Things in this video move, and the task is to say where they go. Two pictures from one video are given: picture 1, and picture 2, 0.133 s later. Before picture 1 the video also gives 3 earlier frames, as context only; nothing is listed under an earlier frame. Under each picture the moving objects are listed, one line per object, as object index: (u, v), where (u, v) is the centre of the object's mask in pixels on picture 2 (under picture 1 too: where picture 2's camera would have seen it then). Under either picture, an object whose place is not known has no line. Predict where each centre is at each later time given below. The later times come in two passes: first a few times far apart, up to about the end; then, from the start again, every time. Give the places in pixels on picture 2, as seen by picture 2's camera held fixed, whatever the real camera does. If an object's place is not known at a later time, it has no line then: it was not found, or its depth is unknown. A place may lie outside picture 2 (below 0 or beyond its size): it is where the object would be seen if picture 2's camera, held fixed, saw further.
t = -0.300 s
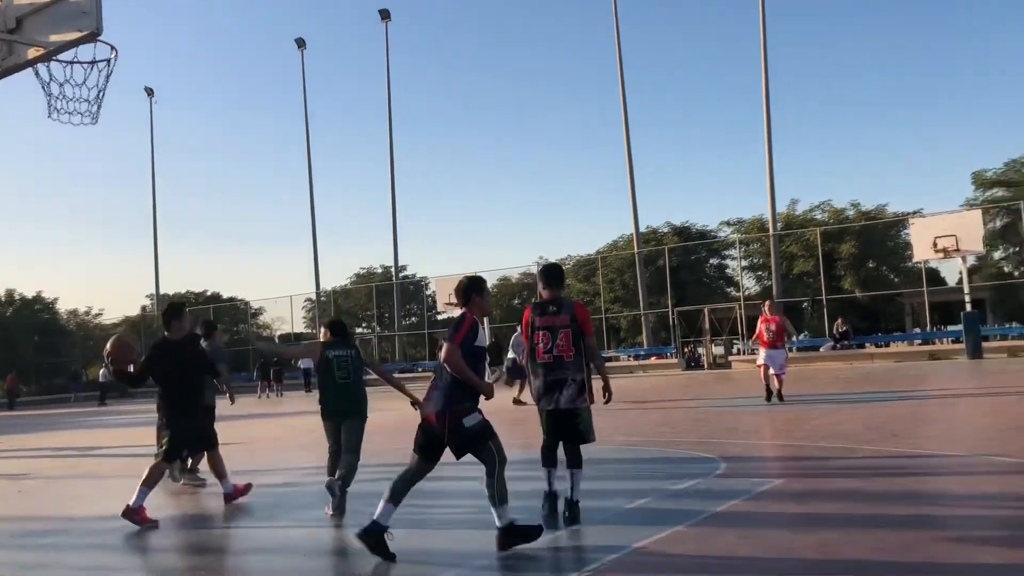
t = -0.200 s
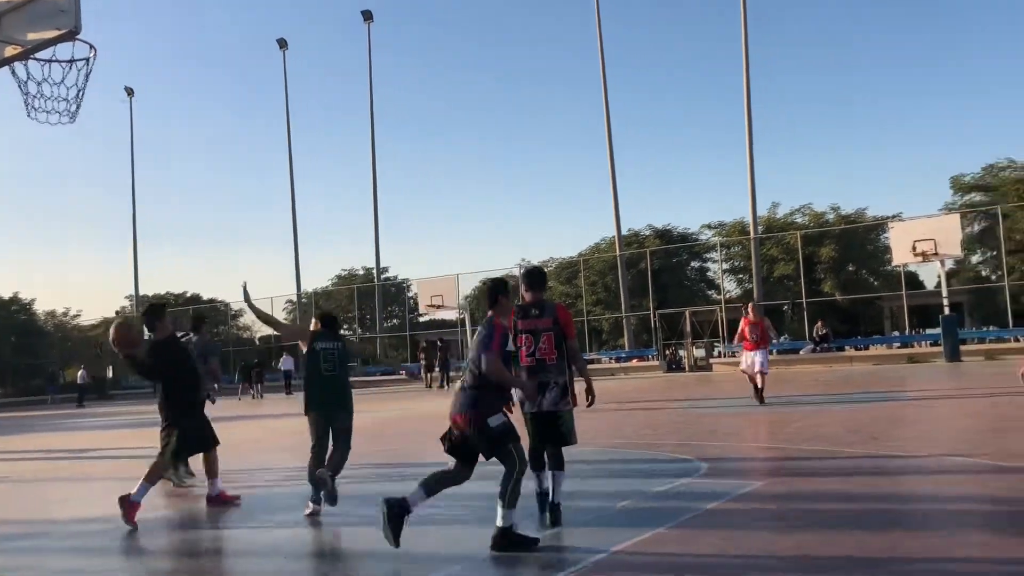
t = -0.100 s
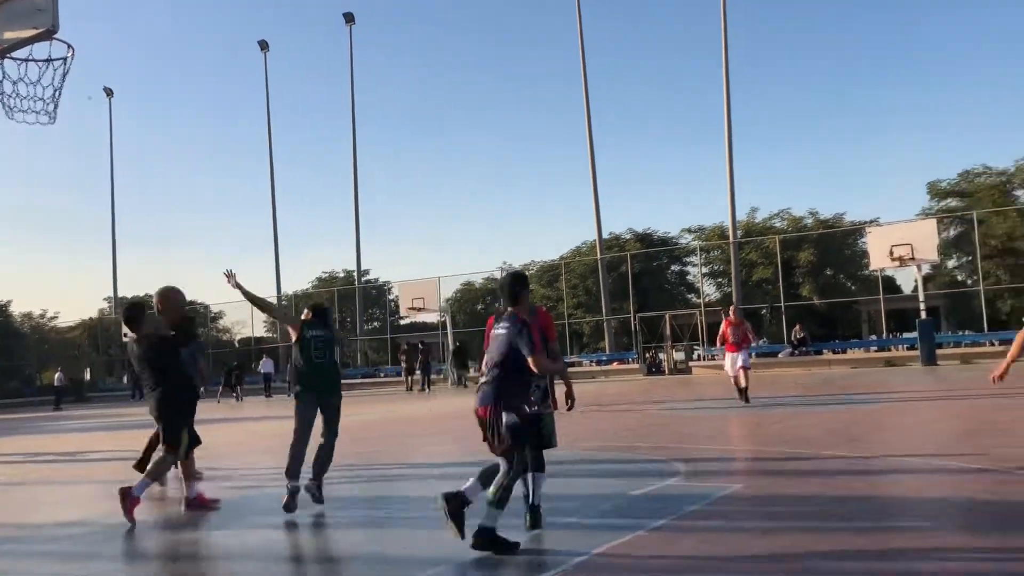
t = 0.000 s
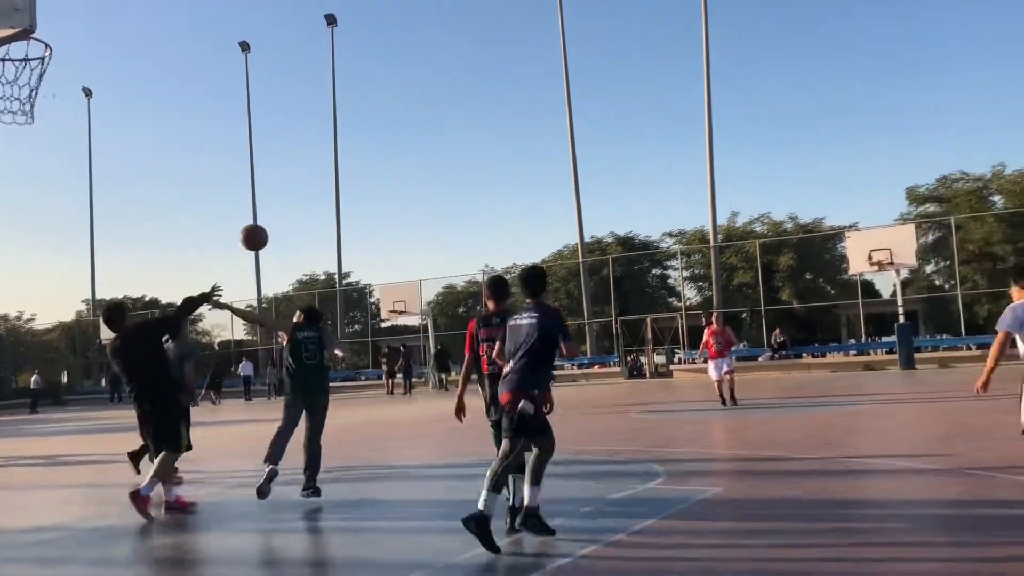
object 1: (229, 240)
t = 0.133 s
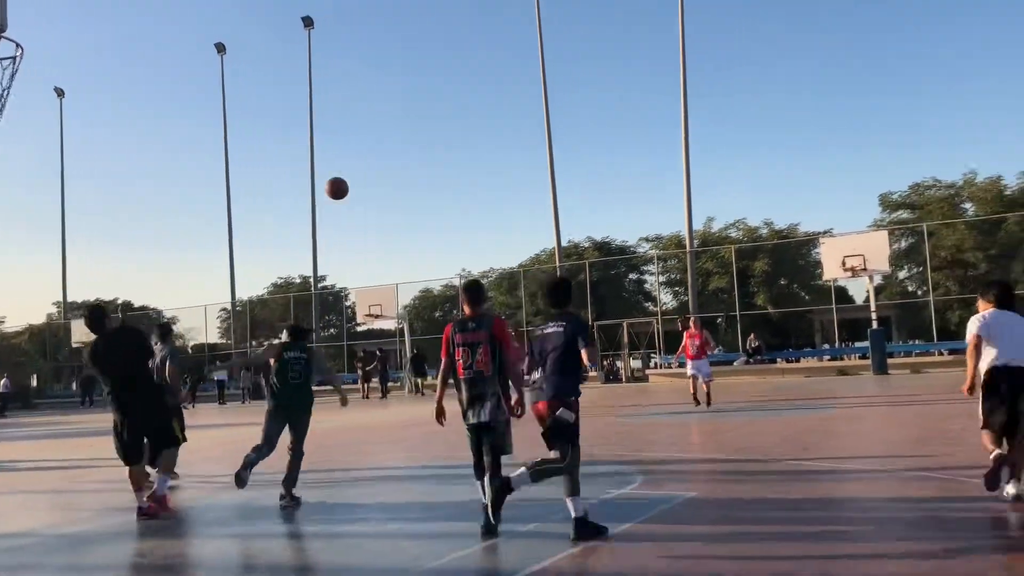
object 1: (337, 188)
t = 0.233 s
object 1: (396, 167)
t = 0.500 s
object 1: (505, 152)
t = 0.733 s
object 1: (567, 168)
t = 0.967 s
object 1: (612, 200)
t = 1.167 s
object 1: (641, 237)
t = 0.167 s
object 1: (358, 180)
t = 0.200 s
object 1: (378, 173)
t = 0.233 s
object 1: (396, 167)
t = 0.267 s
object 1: (413, 162)
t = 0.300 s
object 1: (429, 158)
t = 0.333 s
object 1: (443, 155)
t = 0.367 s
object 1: (457, 153)
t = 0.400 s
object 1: (470, 152)
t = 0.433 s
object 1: (482, 151)
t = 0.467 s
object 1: (494, 151)
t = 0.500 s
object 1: (505, 152)
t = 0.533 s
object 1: (515, 153)
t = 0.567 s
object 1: (525, 154)
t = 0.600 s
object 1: (533, 156)
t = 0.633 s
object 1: (542, 159)
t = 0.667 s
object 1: (551, 161)
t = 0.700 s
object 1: (559, 165)
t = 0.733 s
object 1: (567, 168)
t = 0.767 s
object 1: (574, 172)
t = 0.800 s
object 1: (581, 176)
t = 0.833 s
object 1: (588, 180)
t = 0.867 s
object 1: (594, 185)
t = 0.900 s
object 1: (601, 190)
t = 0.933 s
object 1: (606, 195)
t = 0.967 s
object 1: (612, 200)
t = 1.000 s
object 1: (618, 206)
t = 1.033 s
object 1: (622, 212)
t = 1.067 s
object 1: (627, 218)
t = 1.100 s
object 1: (632, 224)
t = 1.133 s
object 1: (637, 231)
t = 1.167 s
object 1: (641, 237)
